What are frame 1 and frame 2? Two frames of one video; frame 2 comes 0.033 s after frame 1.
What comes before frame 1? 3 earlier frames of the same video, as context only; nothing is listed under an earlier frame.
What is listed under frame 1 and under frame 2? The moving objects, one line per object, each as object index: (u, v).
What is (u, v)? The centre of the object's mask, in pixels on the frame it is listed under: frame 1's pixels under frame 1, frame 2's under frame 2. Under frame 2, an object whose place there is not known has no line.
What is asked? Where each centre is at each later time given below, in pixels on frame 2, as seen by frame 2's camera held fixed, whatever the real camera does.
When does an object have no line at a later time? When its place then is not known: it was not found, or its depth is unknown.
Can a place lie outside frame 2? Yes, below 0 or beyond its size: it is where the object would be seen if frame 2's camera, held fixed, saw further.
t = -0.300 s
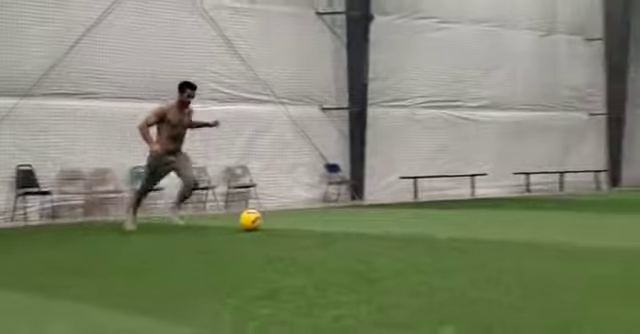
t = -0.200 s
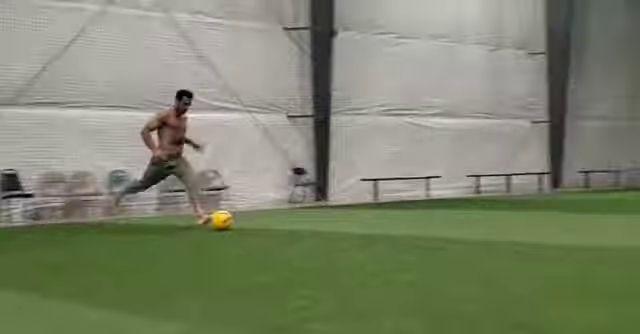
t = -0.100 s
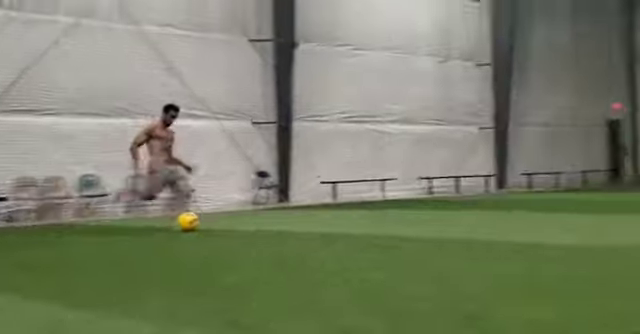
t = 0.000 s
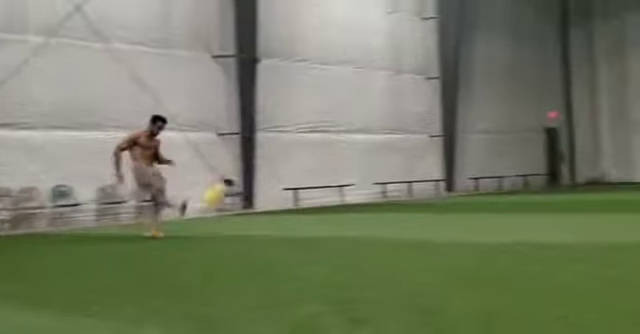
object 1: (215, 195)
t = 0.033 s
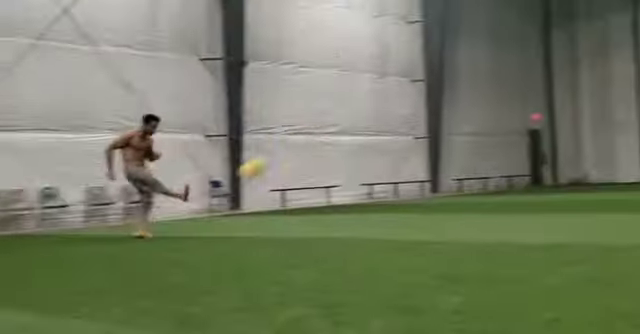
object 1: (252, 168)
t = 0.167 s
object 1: (436, 69)
